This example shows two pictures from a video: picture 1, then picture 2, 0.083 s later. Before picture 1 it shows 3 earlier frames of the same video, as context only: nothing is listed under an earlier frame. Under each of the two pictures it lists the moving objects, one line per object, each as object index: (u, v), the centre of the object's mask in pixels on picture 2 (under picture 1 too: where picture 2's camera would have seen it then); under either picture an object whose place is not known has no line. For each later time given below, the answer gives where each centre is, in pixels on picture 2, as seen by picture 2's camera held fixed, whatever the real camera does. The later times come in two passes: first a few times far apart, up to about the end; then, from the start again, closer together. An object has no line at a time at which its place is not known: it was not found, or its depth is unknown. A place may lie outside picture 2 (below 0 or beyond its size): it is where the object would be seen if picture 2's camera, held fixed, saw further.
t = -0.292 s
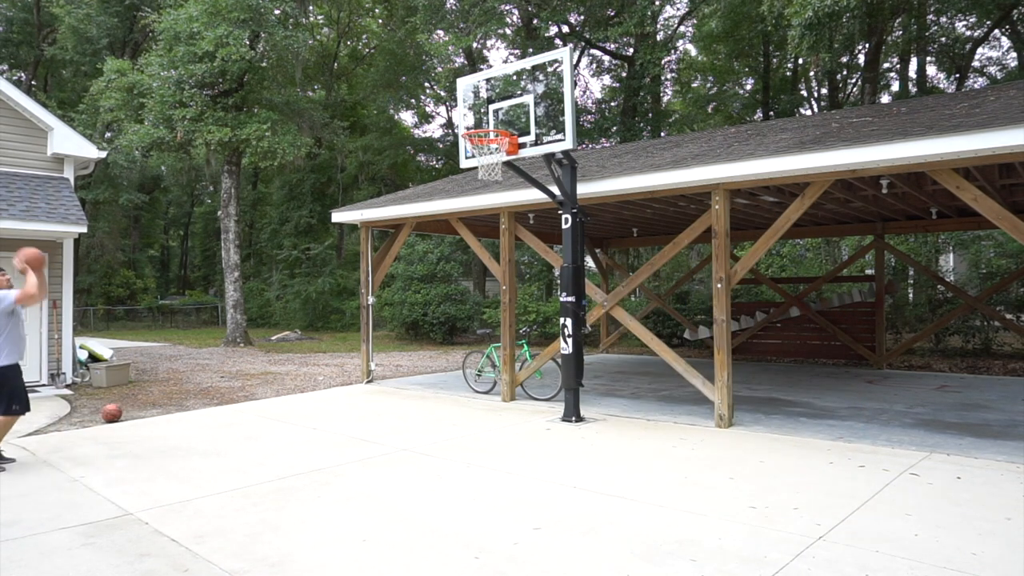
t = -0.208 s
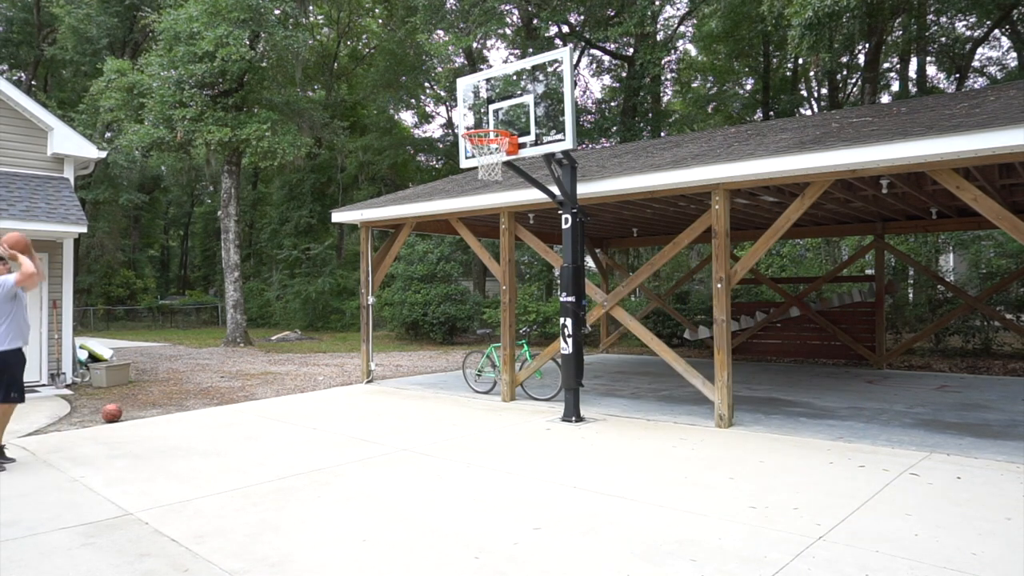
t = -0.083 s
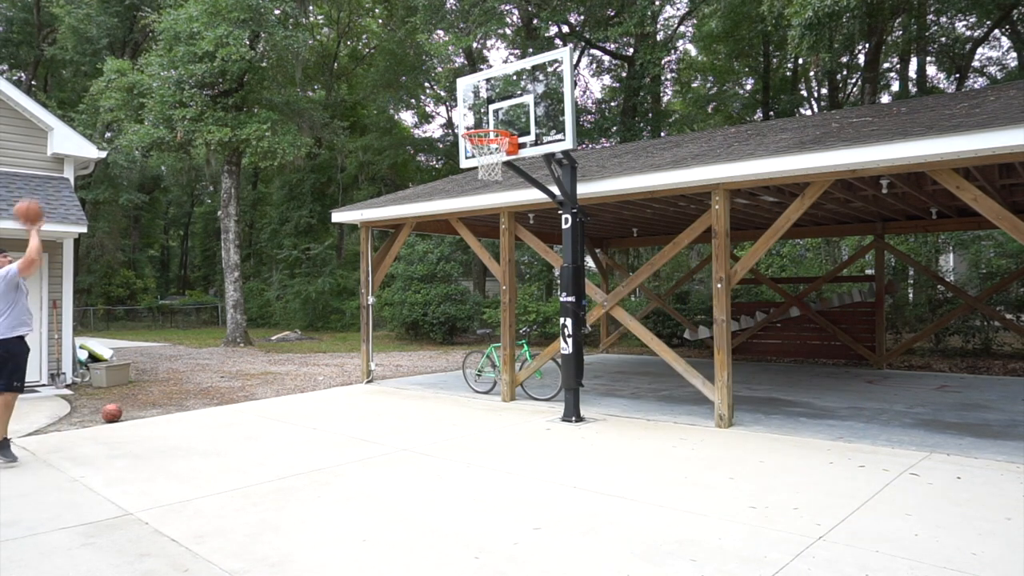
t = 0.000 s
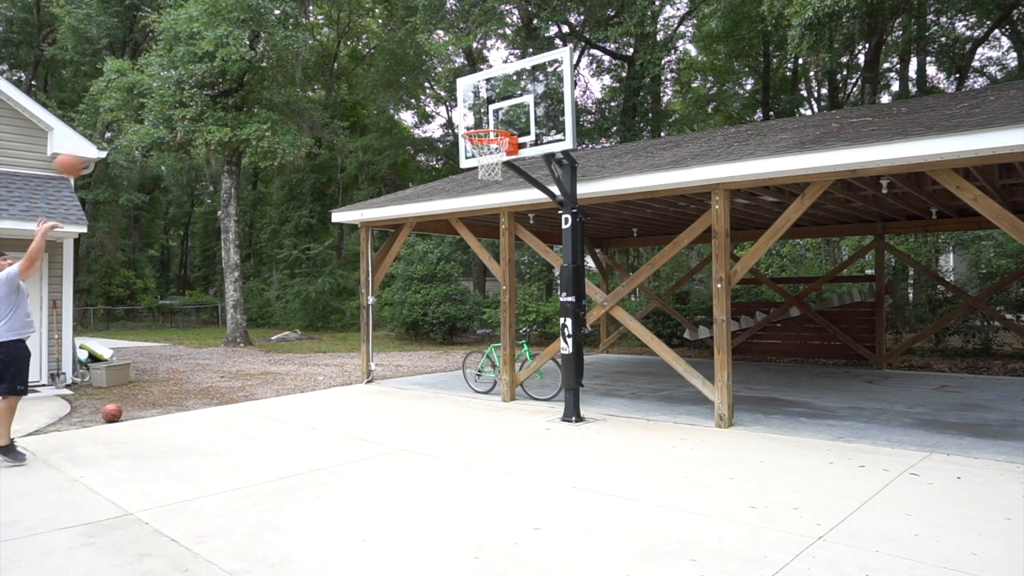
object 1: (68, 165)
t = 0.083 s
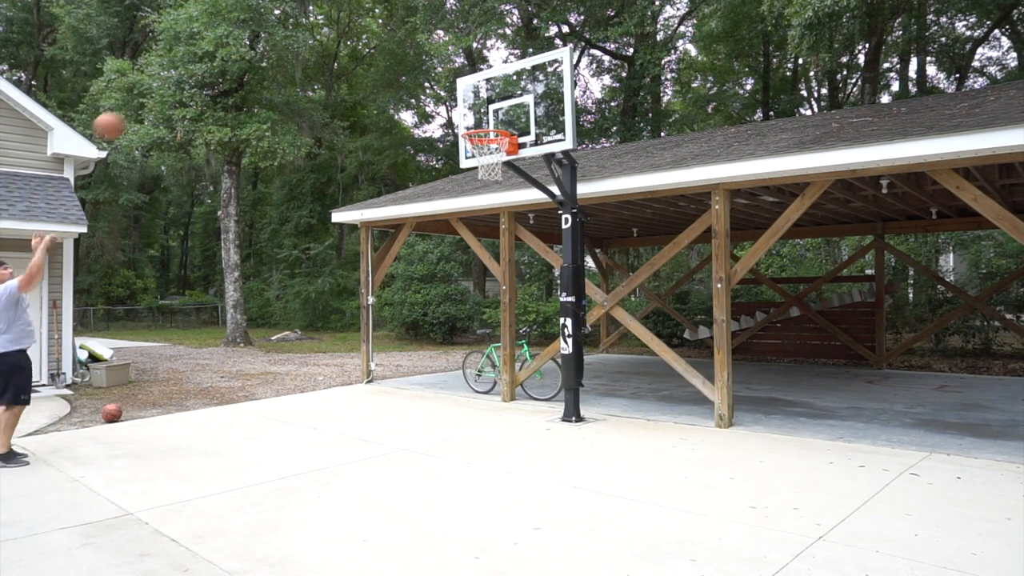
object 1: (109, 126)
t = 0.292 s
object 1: (205, 58)
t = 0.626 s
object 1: (351, 42)
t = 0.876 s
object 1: (455, 97)
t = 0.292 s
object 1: (205, 58)
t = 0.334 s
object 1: (224, 50)
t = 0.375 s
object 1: (242, 44)
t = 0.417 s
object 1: (262, 39)
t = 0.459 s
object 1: (280, 36)
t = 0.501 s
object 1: (297, 35)
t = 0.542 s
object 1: (315, 36)
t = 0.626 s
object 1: (351, 42)
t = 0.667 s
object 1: (369, 47)
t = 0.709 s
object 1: (387, 54)
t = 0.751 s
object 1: (404, 62)
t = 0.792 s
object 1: (421, 72)
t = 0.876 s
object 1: (455, 97)
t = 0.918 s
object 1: (474, 114)
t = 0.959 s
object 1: (488, 124)
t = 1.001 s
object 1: (497, 146)
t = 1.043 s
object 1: (491, 166)
